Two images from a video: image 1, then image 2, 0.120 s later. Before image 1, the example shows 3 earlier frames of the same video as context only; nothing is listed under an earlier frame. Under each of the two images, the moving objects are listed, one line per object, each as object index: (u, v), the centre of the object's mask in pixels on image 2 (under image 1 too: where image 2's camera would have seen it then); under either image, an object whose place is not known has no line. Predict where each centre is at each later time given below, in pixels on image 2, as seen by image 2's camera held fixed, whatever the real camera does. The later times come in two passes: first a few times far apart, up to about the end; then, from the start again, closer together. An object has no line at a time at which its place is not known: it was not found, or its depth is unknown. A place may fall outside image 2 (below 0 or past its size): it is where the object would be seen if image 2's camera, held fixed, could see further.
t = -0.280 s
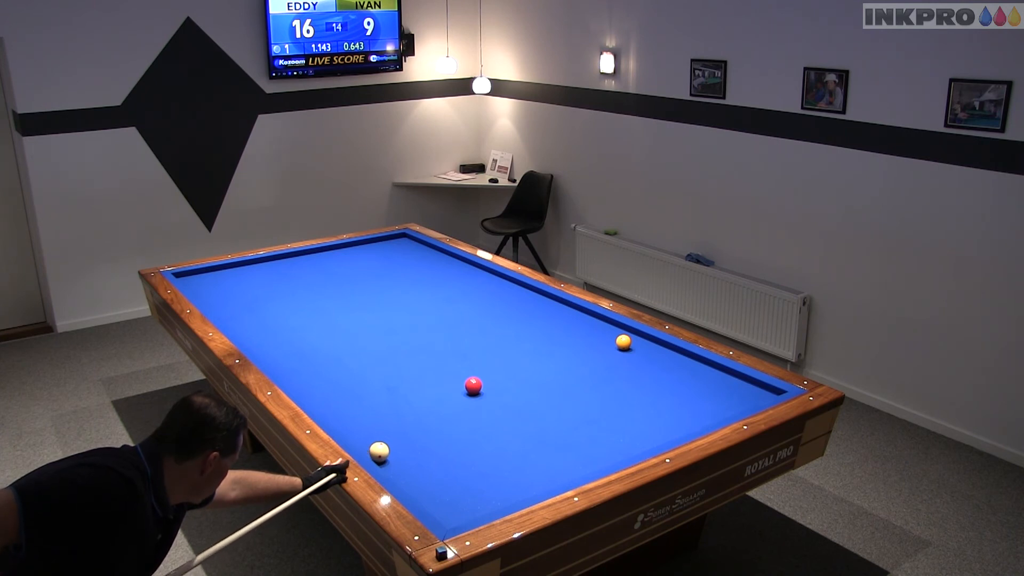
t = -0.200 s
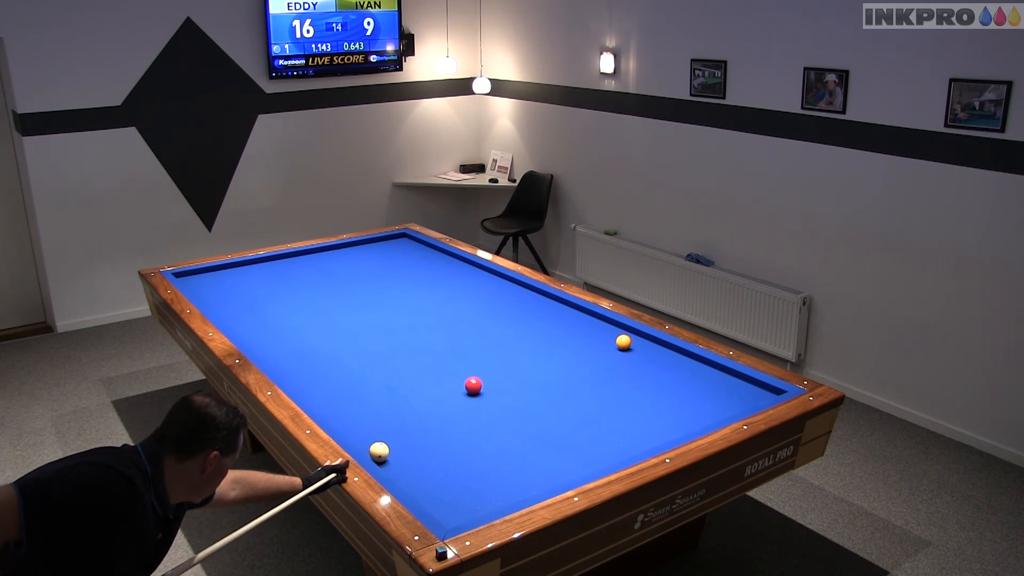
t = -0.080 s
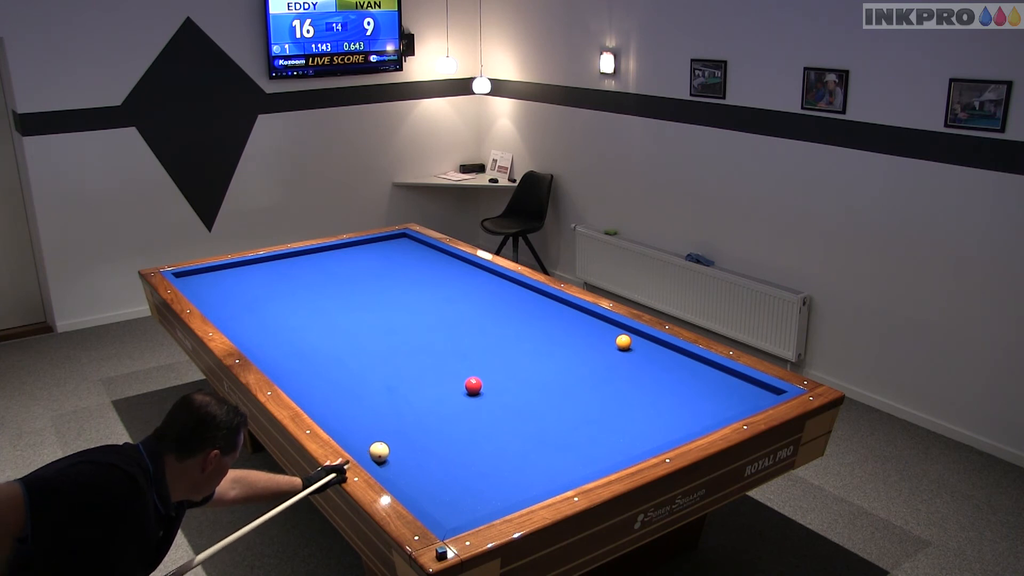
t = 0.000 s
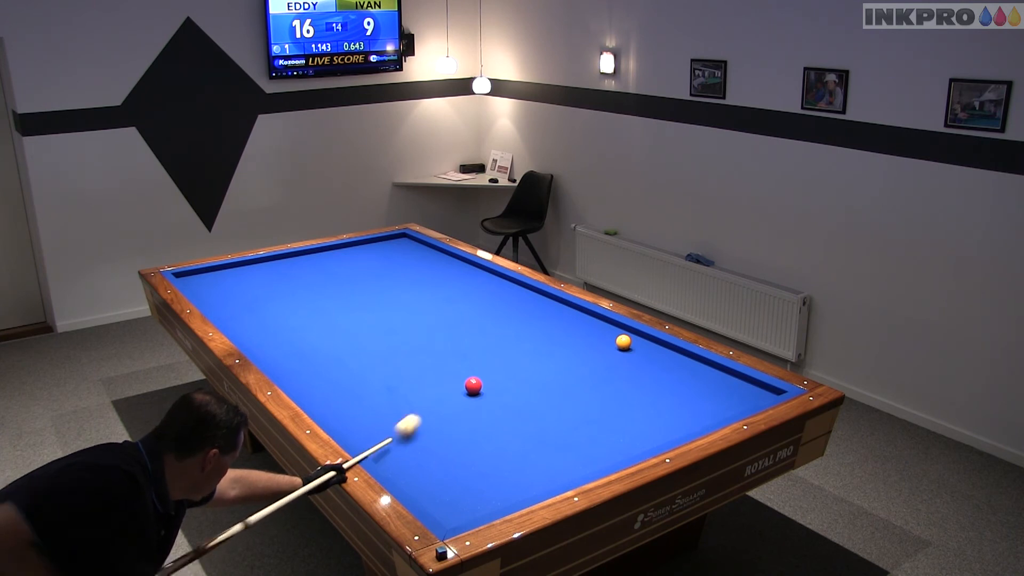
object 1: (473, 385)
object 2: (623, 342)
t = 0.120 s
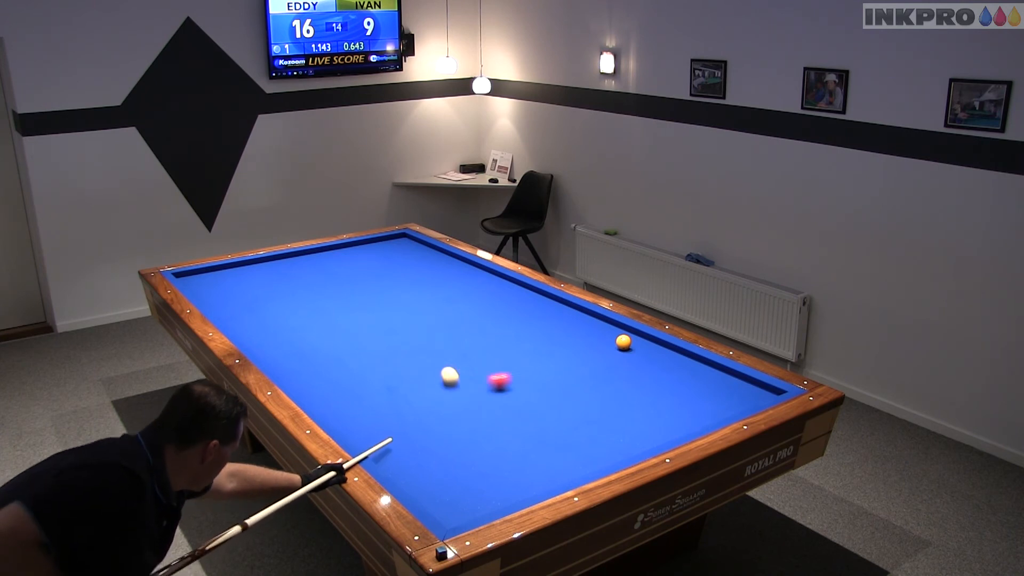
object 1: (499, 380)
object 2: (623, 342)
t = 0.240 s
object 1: (579, 368)
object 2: (623, 342)
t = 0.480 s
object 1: (670, 358)
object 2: (623, 342)
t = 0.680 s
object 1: (625, 383)
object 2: (623, 342)
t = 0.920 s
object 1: (573, 412)
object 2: (623, 342)
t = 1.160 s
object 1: (513, 445)
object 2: (623, 342)
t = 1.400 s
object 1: (444, 483)
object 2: (623, 342)
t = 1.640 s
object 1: (468, 481)
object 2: (623, 342)
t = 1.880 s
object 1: (518, 467)
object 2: (623, 342)
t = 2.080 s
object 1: (556, 457)
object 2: (624, 342)
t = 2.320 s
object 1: (599, 444)
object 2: (624, 342)
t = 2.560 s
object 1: (638, 433)
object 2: (623, 342)
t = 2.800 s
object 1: (675, 422)
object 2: (643, 356)
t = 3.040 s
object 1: (709, 412)
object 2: (663, 370)
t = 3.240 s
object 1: (736, 404)
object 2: (681, 382)
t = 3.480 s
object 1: (766, 394)
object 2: (703, 398)
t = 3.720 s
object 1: (766, 394)
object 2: (724, 411)
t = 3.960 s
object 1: (752, 399)
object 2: (702, 407)
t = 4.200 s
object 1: (737, 405)
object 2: (681, 401)
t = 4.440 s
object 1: (723, 410)
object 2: (662, 395)
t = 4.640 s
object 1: (710, 415)
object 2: (646, 391)
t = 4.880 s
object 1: (696, 420)
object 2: (628, 386)
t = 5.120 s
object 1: (682, 425)
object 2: (612, 381)
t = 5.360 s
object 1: (668, 430)
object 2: (596, 377)
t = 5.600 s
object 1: (654, 435)
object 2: (581, 373)
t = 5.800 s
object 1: (643, 439)
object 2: (569, 370)
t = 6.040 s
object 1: (629, 443)
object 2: (556, 366)
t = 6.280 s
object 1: (616, 448)
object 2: (544, 362)
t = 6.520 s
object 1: (603, 452)
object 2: (532, 359)
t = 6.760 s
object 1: (591, 456)
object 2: (521, 355)
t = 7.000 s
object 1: (579, 460)
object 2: (510, 352)
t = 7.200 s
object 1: (569, 463)
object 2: (502, 350)
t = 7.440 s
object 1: (558, 466)
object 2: (493, 347)
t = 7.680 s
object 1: (547, 470)
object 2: (485, 345)
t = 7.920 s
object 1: (536, 473)
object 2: (477, 343)
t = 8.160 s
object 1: (526, 476)
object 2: (470, 341)
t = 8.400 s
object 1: (517, 479)
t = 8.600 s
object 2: (458, 337)
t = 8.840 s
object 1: (494, 481)
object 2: (452, 335)
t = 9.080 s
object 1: (493, 486)
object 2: (446, 334)
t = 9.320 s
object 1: (486, 489)
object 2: (441, 332)
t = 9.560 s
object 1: (479, 490)
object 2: (437, 331)
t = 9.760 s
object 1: (474, 492)
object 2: (434, 330)
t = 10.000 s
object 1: (469, 493)
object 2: (430, 329)
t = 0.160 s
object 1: (527, 376)
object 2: (624, 342)
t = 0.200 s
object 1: (553, 372)
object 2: (624, 342)
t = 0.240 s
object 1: (579, 368)
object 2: (623, 342)
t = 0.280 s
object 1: (602, 364)
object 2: (623, 342)
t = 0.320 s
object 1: (625, 361)
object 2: (623, 342)
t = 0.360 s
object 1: (647, 357)
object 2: (623, 342)
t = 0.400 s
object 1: (667, 353)
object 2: (623, 342)
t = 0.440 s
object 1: (680, 353)
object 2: (623, 342)
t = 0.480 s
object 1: (670, 358)
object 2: (623, 342)
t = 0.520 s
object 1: (661, 363)
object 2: (623, 342)
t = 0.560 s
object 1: (652, 368)
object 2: (623, 342)
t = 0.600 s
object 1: (643, 373)
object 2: (623, 342)
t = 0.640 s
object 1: (634, 378)
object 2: (623, 342)
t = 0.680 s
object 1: (625, 383)
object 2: (623, 342)
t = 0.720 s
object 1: (617, 387)
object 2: (623, 342)
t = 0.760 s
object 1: (609, 392)
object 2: (623, 342)
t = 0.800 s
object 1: (600, 397)
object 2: (623, 342)
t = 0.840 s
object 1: (591, 402)
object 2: (623, 342)
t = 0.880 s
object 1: (582, 407)
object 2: (623, 342)
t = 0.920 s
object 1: (573, 412)
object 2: (623, 342)
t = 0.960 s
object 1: (564, 417)
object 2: (623, 342)
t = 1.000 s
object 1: (554, 422)
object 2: (623, 342)
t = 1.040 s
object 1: (544, 428)
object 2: (623, 342)
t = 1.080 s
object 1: (534, 433)
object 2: (623, 342)
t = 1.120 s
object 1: (524, 439)
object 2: (623, 342)
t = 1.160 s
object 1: (513, 445)
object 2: (623, 342)
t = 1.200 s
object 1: (502, 451)
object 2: (623, 342)
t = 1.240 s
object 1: (491, 457)
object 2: (623, 342)
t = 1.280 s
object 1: (480, 463)
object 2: (623, 342)
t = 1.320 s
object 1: (468, 470)
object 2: (623, 342)
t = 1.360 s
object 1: (456, 476)
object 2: (623, 342)
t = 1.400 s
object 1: (444, 483)
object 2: (623, 342)
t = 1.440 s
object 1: (431, 490)
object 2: (623, 342)
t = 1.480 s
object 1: (423, 494)
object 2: (623, 342)
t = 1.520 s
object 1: (435, 491)
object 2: (623, 342)
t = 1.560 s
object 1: (447, 487)
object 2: (623, 342)
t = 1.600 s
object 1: (458, 484)
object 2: (623, 342)
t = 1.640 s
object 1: (468, 481)
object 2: (623, 342)
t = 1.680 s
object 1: (478, 478)
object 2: (624, 342)
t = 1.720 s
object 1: (486, 476)
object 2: (624, 342)
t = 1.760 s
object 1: (494, 474)
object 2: (623, 342)
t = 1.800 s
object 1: (502, 472)
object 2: (623, 342)
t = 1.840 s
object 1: (510, 469)
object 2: (624, 342)
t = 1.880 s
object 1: (518, 467)
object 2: (623, 342)
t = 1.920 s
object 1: (526, 465)
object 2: (623, 342)
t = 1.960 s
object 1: (534, 463)
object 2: (623, 342)
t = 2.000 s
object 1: (541, 461)
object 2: (624, 342)
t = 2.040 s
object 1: (549, 459)
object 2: (623, 342)
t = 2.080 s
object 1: (556, 457)
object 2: (624, 342)
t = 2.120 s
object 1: (563, 455)
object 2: (623, 342)
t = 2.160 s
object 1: (571, 452)
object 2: (624, 342)
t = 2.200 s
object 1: (578, 450)
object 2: (623, 342)
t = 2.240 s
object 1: (585, 448)
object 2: (624, 342)
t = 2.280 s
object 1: (592, 446)
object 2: (623, 342)
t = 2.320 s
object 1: (599, 444)
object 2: (624, 342)
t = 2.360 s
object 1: (606, 443)
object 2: (623, 342)
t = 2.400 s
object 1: (612, 441)
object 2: (624, 342)
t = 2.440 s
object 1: (619, 439)
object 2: (624, 342)
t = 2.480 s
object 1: (625, 437)
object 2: (623, 342)
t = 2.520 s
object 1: (632, 435)
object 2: (624, 342)
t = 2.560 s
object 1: (638, 433)
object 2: (623, 342)
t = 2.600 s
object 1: (645, 431)
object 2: (624, 342)
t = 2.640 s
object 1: (651, 430)
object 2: (628, 345)
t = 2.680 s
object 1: (657, 428)
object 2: (632, 348)
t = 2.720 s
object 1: (663, 426)
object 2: (636, 351)
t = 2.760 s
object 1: (669, 424)
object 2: (640, 354)
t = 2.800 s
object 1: (675, 422)
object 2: (643, 356)
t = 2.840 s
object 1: (681, 420)
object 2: (646, 358)
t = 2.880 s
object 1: (687, 419)
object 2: (650, 361)
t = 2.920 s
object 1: (693, 417)
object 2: (653, 363)
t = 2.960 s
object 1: (698, 416)
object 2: (656, 365)
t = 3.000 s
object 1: (704, 414)
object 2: (660, 368)
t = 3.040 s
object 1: (709, 412)
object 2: (663, 370)
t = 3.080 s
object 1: (715, 410)
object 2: (667, 372)
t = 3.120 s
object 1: (720, 409)
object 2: (670, 375)
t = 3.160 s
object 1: (725, 407)
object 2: (674, 377)
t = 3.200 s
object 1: (731, 406)
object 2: (677, 380)
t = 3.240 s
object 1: (736, 404)
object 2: (681, 382)
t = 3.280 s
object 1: (741, 402)
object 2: (685, 385)
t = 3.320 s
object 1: (746, 401)
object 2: (688, 388)
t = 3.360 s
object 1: (751, 399)
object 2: (692, 390)
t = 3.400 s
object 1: (756, 397)
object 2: (696, 393)
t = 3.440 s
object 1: (761, 395)
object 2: (700, 396)
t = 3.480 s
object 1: (766, 394)
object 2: (703, 398)
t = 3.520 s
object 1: (771, 392)
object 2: (707, 401)
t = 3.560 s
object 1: (775, 390)
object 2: (711, 404)
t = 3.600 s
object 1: (774, 391)
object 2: (715, 406)
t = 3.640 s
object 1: (771, 392)
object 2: (719, 409)
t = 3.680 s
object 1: (769, 393)
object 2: (723, 411)
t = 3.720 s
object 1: (766, 394)
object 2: (724, 411)
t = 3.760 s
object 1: (764, 395)
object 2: (720, 411)
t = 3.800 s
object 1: (761, 396)
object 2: (716, 411)
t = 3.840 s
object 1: (759, 397)
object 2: (712, 410)
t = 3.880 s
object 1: (757, 398)
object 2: (709, 409)
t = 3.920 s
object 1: (754, 399)
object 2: (705, 408)
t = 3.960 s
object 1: (752, 399)
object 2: (702, 407)
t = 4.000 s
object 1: (749, 400)
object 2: (698, 406)
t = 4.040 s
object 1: (747, 401)
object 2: (695, 405)
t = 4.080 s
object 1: (744, 402)
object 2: (691, 404)
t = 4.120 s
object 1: (742, 403)
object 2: (688, 403)
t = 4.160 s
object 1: (740, 404)
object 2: (684, 402)
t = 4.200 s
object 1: (737, 405)
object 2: (681, 401)
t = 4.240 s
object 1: (735, 406)
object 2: (678, 400)
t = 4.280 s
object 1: (733, 407)
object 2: (675, 399)
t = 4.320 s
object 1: (730, 408)
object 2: (671, 398)
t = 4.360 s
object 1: (728, 408)
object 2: (668, 397)
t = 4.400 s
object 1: (725, 409)
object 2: (665, 396)
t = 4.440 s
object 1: (723, 410)
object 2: (662, 395)
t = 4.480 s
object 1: (720, 411)
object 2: (658, 395)
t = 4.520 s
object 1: (718, 412)
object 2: (655, 394)
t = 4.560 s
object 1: (715, 413)
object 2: (652, 393)
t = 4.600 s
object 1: (713, 414)
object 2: (649, 392)
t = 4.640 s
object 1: (710, 415)
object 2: (646, 391)
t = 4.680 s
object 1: (708, 416)
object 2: (643, 390)
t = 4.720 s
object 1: (706, 417)
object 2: (640, 389)
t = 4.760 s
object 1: (704, 417)
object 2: (637, 389)
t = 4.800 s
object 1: (701, 418)
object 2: (634, 388)
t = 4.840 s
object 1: (699, 419)
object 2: (631, 387)
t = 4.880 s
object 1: (696, 420)
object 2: (628, 386)
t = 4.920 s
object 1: (694, 420)
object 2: (626, 385)
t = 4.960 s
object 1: (691, 421)
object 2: (623, 385)
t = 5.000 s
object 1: (689, 423)
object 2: (620, 384)
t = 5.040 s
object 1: (687, 423)
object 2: (617, 383)
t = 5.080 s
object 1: (684, 424)
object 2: (614, 382)
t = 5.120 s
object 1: (682, 425)
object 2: (612, 381)
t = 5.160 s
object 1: (680, 426)
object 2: (609, 380)
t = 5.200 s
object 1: (677, 427)
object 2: (606, 380)
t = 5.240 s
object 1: (675, 427)
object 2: (604, 379)
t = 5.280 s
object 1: (672, 429)
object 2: (601, 378)
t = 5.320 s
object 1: (670, 429)
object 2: (599, 378)
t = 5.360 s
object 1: (668, 430)
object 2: (596, 377)
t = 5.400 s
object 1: (666, 431)
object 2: (594, 376)
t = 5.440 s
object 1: (663, 432)
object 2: (591, 375)
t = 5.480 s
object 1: (661, 432)
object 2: (589, 375)
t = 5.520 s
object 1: (659, 433)
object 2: (586, 374)
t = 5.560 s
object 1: (656, 434)
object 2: (584, 373)
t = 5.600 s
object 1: (654, 435)
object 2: (581, 373)
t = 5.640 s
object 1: (652, 436)
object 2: (579, 372)
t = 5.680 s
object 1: (649, 437)
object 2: (576, 371)
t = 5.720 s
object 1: (647, 437)
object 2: (574, 371)
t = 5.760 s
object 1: (645, 438)
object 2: (572, 370)
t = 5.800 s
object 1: (643, 439)
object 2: (569, 370)
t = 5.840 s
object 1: (640, 440)
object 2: (567, 369)
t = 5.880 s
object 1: (638, 440)
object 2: (565, 368)
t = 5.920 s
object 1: (636, 441)
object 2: (563, 368)
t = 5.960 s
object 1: (634, 442)
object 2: (561, 367)
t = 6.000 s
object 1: (631, 443)
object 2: (558, 366)
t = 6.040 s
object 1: (629, 443)
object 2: (556, 366)
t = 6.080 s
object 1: (627, 444)
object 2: (554, 365)
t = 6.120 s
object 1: (625, 445)
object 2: (552, 364)
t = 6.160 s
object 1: (622, 446)
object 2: (550, 364)
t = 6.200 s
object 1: (620, 446)
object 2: (548, 363)
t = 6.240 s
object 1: (618, 447)
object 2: (546, 363)
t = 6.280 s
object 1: (616, 448)
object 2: (544, 362)
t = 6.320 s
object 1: (614, 448)
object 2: (542, 361)
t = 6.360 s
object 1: (612, 449)
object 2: (540, 361)
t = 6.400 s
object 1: (610, 450)
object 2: (538, 360)
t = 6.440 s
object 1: (607, 451)
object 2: (536, 360)
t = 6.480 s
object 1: (605, 451)
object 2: (534, 359)
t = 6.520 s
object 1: (603, 452)
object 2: (532, 359)
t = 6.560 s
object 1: (601, 452)
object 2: (530, 358)
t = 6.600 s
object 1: (599, 453)
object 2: (528, 357)
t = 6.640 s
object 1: (597, 454)
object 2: (526, 357)
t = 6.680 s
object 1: (595, 454)
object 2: (524, 356)
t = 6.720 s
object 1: (593, 455)
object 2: (523, 356)
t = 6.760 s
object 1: (591, 456)
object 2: (521, 355)
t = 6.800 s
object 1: (589, 456)
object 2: (519, 355)
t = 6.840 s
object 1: (587, 457)
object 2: (517, 354)
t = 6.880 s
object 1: (585, 458)
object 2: (516, 354)
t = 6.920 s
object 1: (583, 458)
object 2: (514, 353)
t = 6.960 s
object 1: (581, 459)
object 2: (512, 353)
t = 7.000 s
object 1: (579, 460)
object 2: (510, 352)
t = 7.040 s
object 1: (577, 460)
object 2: (509, 352)
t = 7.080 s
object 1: (575, 461)
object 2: (507, 352)
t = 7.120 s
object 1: (573, 462)
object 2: (505, 351)
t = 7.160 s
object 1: (571, 462)
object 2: (504, 351)
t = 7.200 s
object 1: (569, 463)
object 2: (502, 350)
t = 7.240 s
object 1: (567, 463)
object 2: (501, 350)
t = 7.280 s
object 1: (565, 464)
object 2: (499, 349)
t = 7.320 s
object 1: (563, 464)
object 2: (497, 349)
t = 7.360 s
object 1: (561, 465)
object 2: (496, 348)
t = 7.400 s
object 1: (560, 466)
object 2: (494, 348)
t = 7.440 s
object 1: (558, 466)
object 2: (493, 347)
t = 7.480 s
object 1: (556, 467)
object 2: (492, 347)
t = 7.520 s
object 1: (554, 468)
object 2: (490, 347)
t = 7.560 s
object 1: (552, 468)
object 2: (489, 346)
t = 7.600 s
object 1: (550, 469)
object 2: (487, 346)
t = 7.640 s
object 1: (549, 469)
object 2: (486, 345)
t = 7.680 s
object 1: (547, 470)
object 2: (485, 345)
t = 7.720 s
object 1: (545, 470)
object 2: (483, 345)
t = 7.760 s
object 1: (543, 471)
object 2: (482, 344)
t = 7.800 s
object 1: (541, 472)
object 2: (481, 344)
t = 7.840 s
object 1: (540, 472)
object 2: (479, 343)
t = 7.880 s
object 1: (538, 473)
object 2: (478, 343)
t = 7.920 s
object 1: (536, 473)
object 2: (477, 343)
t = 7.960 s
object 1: (535, 474)
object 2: (475, 342)
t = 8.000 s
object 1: (533, 474)
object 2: (474, 342)
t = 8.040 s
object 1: (531, 475)
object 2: (473, 342)
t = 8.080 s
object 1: (530, 475)
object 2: (472, 341)
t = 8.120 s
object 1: (528, 476)
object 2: (471, 341)
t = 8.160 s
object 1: (526, 476)
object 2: (470, 341)
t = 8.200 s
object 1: (525, 477)
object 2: (468, 340)
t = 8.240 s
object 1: (523, 478)
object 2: (467, 340)
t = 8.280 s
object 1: (522, 478)
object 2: (466, 340)
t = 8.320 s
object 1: (520, 479)
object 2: (465, 339)
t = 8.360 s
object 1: (518, 479)
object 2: (464, 339)
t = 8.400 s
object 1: (517, 479)
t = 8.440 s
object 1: (519, 477)
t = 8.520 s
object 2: (458, 338)
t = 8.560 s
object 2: (459, 337)
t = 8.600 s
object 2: (458, 337)
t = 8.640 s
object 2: (457, 337)
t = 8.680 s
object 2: (456, 336)
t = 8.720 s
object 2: (455, 336)
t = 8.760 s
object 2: (454, 336)
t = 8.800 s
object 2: (453, 336)
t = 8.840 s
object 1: (494, 481)
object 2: (452, 335)
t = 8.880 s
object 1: (498, 484)
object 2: (451, 335)
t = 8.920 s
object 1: (498, 485)
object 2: (450, 335)
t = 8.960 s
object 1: (497, 485)
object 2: (449, 334)
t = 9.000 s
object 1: (495, 486)
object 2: (448, 334)
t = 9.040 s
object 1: (494, 486)
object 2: (447, 334)
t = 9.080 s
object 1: (493, 486)
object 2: (446, 334)
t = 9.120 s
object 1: (492, 487)
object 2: (445, 334)
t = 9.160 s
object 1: (490, 487)
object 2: (444, 333)
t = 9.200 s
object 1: (489, 488)
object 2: (444, 333)
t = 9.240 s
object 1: (488, 488)
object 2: (443, 333)
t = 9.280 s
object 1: (487, 488)
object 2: (442, 333)
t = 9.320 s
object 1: (486, 489)
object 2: (441, 332)
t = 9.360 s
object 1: (485, 489)
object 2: (441, 332)
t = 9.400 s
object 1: (484, 489)
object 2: (440, 332)
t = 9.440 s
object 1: (483, 490)
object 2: (439, 332)
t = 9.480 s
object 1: (481, 490)
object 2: (438, 332)
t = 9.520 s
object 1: (480, 490)
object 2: (437, 331)
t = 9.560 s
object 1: (479, 490)
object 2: (437, 331)
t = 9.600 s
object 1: (478, 491)
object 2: (436, 331)
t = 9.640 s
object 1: (477, 491)
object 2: (435, 331)
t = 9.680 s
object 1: (476, 491)
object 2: (435, 331)
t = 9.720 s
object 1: (475, 491)
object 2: (434, 330)
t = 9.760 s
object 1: (474, 492)
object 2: (434, 330)
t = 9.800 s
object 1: (474, 492)
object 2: (433, 330)
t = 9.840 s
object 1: (473, 492)
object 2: (432, 330)
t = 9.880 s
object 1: (472, 493)
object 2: (432, 330)
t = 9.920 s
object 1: (471, 493)
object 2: (431, 329)
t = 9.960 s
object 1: (470, 493)
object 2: (431, 329)
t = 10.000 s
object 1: (469, 493)
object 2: (430, 329)
